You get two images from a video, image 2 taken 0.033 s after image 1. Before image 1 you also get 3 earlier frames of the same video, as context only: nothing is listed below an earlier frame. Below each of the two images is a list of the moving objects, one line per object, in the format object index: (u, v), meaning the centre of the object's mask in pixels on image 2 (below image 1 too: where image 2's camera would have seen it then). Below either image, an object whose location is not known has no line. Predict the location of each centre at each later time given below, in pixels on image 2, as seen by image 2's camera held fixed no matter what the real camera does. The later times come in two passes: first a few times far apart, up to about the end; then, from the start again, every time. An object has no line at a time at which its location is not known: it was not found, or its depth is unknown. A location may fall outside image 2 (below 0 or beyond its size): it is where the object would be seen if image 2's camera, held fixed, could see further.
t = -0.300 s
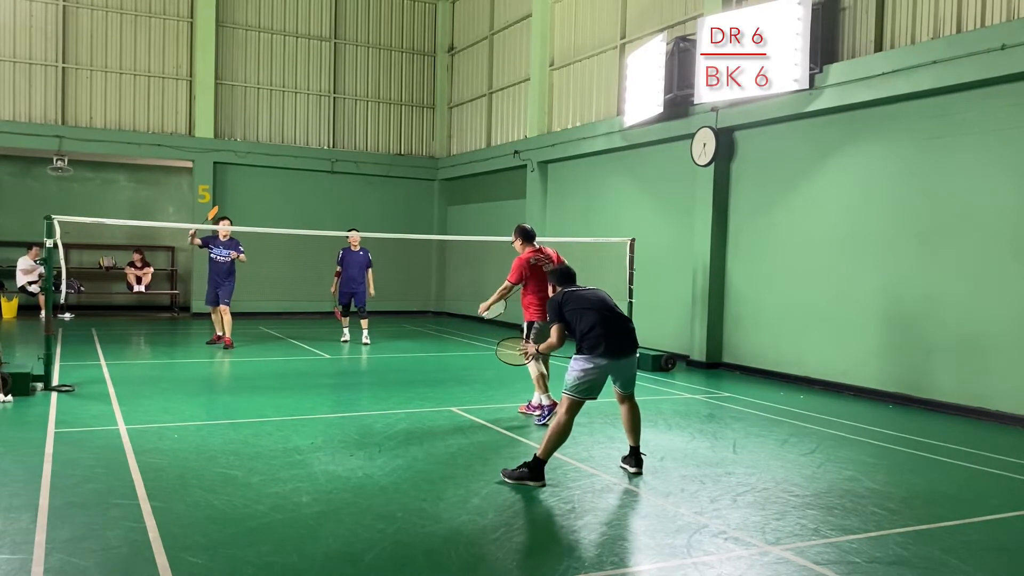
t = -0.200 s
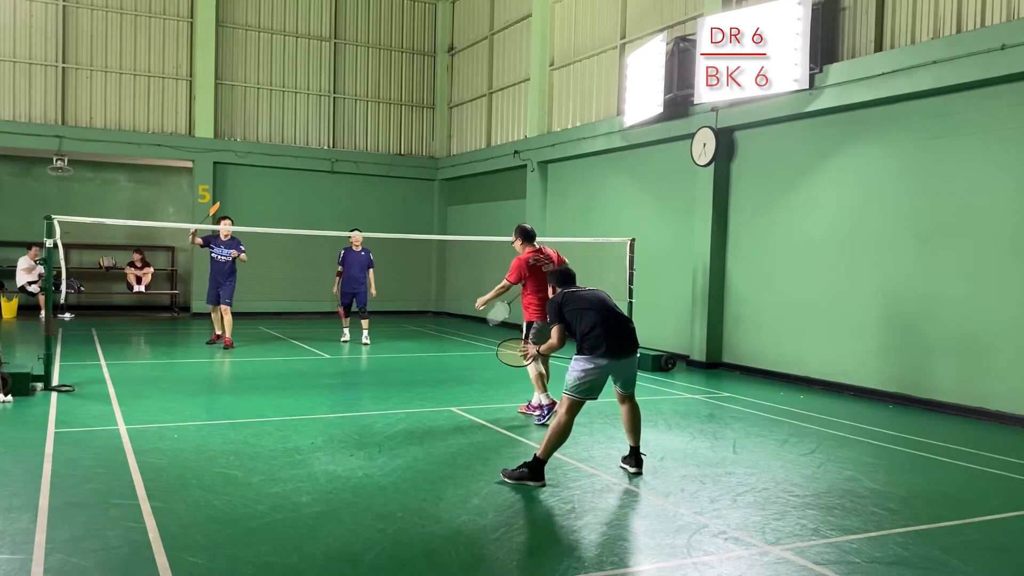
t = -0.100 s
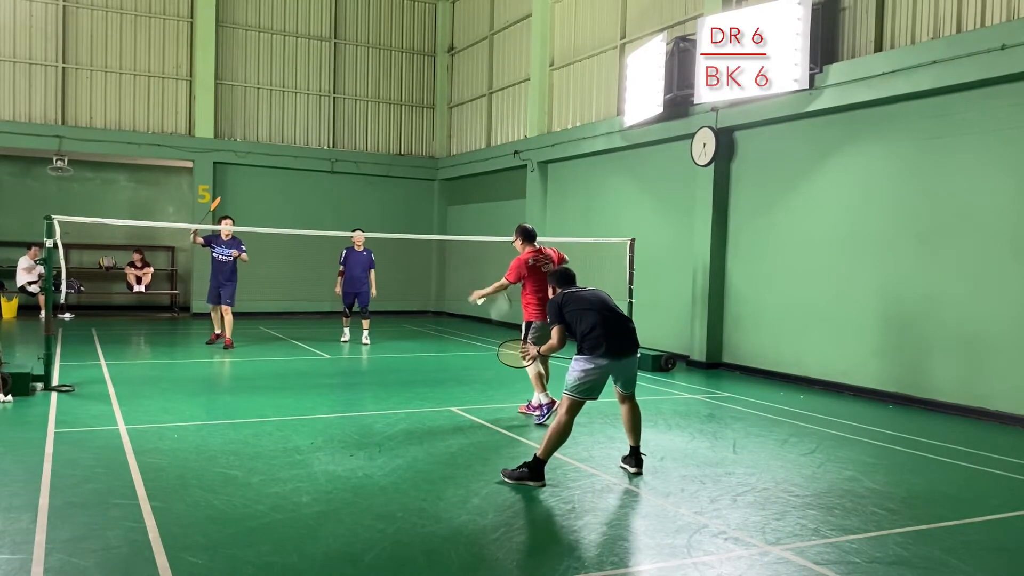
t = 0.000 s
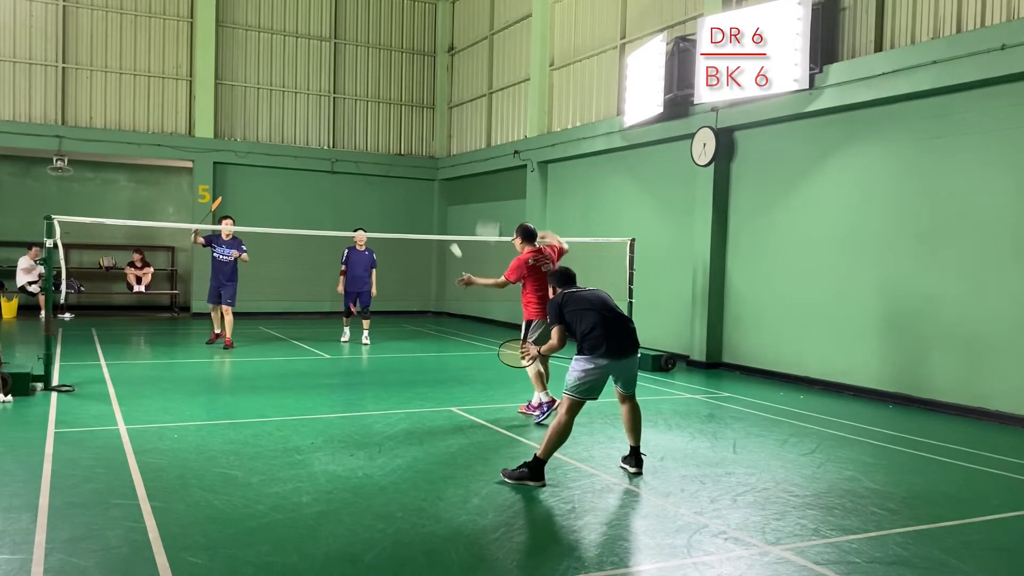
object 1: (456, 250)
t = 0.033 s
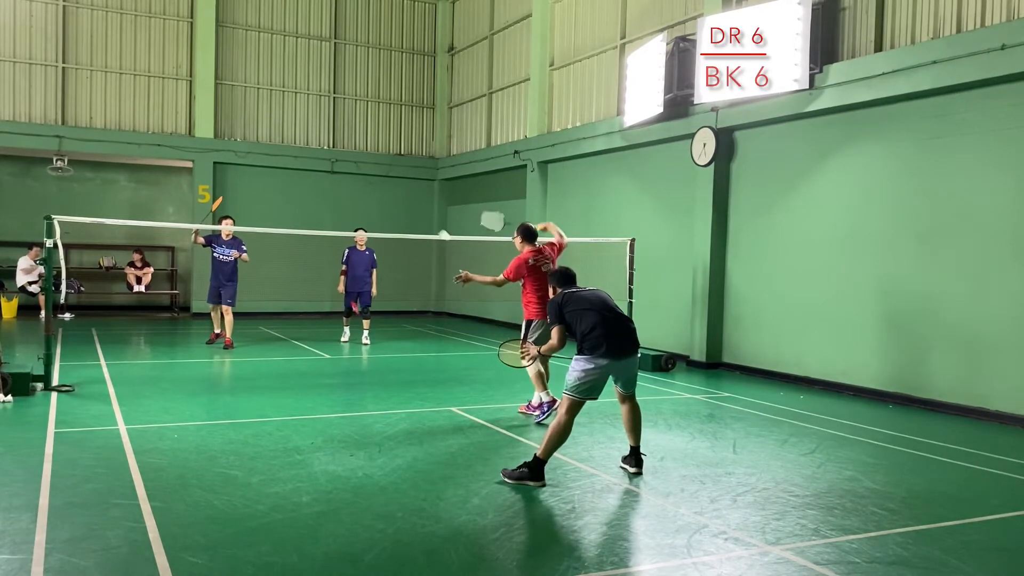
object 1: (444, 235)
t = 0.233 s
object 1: (387, 194)
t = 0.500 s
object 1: (341, 198)
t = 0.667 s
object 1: (322, 227)
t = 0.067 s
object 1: (433, 225)
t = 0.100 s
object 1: (423, 217)
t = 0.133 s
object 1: (413, 209)
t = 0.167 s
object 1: (403, 203)
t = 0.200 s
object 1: (395, 198)
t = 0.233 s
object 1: (387, 194)
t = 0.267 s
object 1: (380, 191)
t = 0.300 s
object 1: (373, 189)
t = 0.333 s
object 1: (366, 188)
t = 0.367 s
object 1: (361, 189)
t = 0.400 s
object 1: (355, 190)
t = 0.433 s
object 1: (350, 192)
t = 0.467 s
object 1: (346, 195)
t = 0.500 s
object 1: (341, 198)
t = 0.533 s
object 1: (337, 203)
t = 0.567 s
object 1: (332, 208)
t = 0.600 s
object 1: (329, 214)
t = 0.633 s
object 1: (325, 221)
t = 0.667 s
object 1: (322, 227)
